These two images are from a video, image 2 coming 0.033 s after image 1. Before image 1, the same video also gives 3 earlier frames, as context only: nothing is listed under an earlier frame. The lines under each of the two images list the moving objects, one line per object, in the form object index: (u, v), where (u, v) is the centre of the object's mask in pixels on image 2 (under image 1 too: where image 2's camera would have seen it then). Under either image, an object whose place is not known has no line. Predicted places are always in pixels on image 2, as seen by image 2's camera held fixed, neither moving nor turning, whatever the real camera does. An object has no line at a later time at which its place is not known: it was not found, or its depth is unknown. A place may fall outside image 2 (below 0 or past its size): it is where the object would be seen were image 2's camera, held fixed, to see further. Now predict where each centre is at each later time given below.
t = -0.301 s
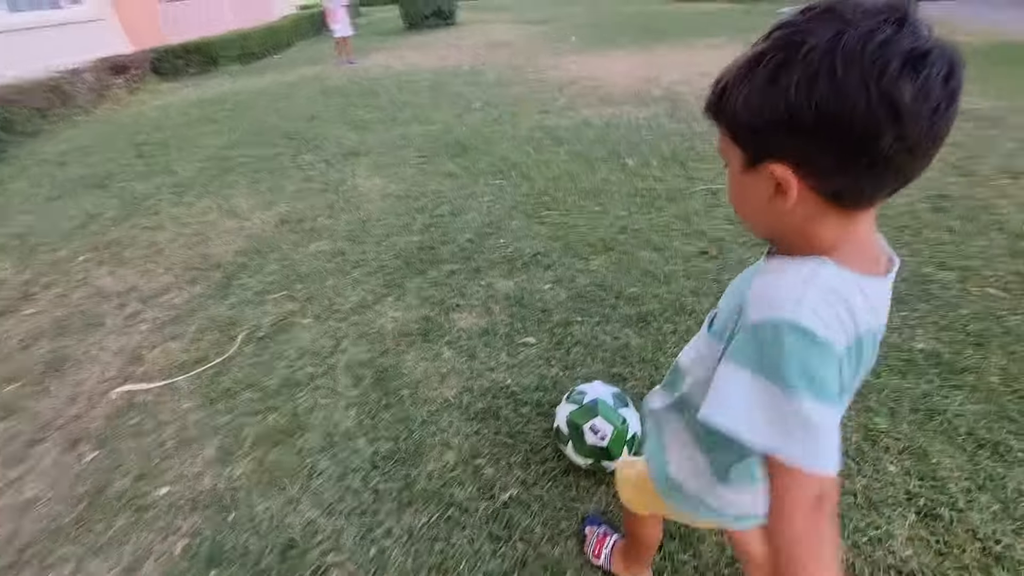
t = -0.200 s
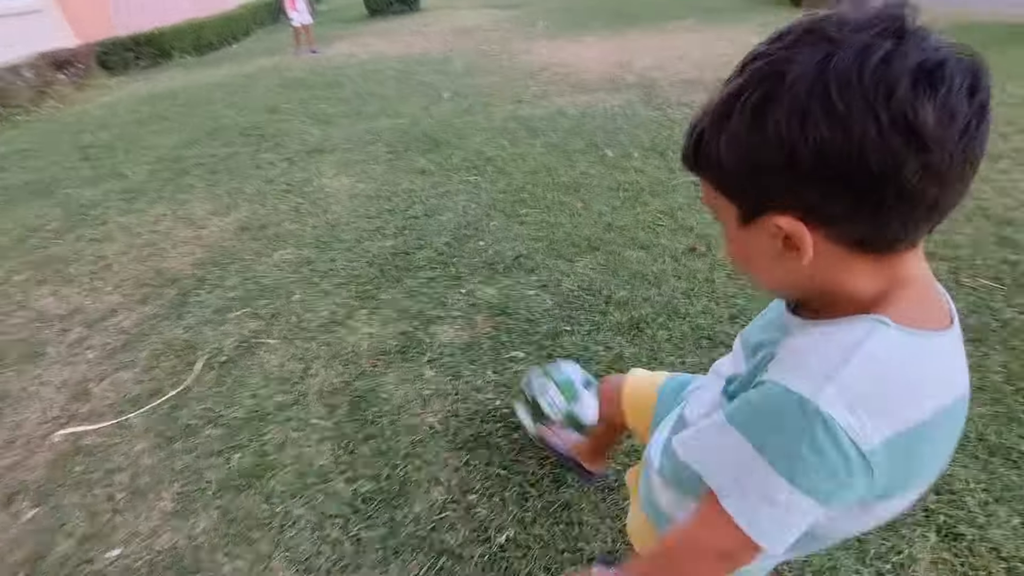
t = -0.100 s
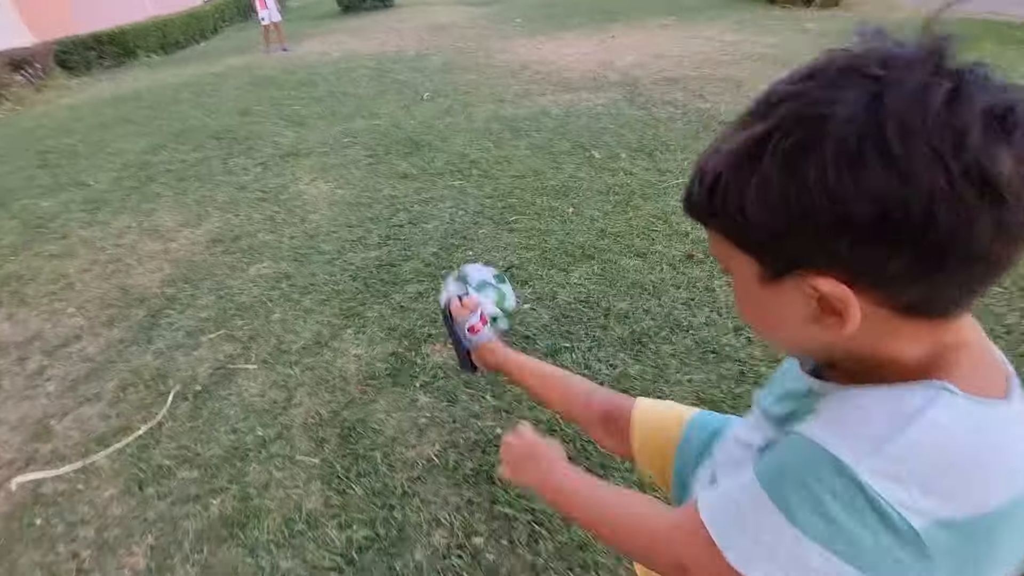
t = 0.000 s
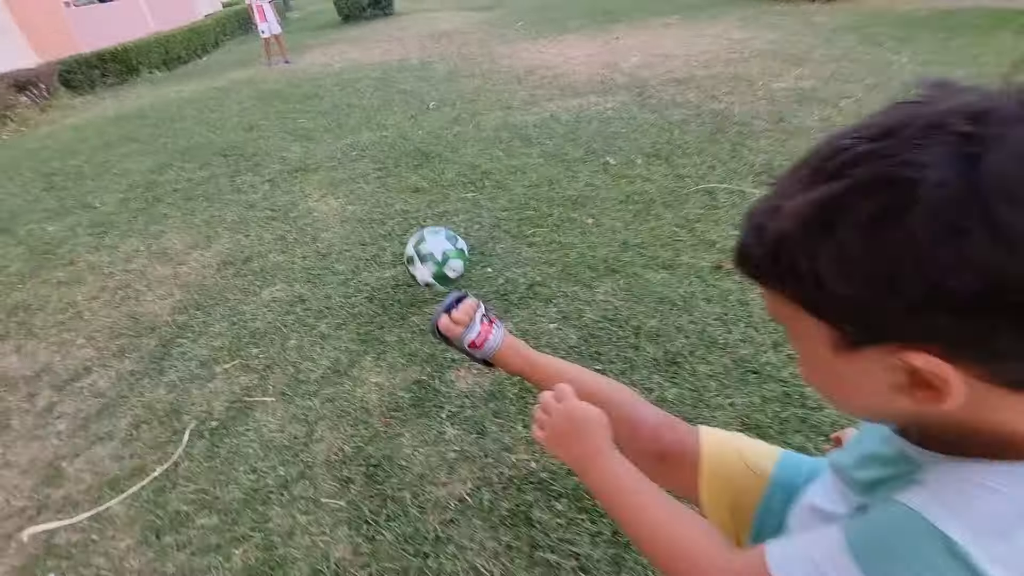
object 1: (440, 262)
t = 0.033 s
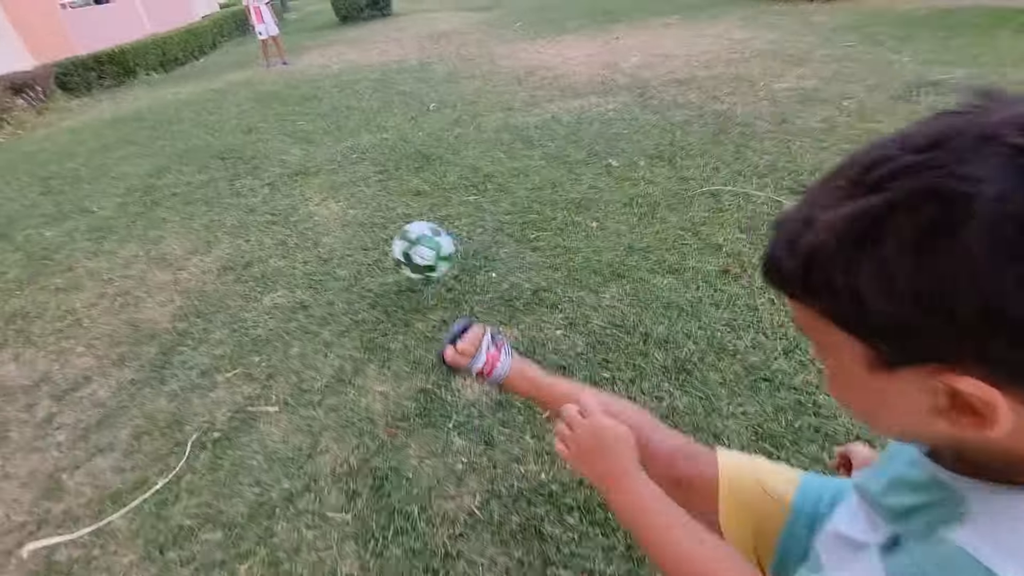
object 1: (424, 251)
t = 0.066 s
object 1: (408, 240)
